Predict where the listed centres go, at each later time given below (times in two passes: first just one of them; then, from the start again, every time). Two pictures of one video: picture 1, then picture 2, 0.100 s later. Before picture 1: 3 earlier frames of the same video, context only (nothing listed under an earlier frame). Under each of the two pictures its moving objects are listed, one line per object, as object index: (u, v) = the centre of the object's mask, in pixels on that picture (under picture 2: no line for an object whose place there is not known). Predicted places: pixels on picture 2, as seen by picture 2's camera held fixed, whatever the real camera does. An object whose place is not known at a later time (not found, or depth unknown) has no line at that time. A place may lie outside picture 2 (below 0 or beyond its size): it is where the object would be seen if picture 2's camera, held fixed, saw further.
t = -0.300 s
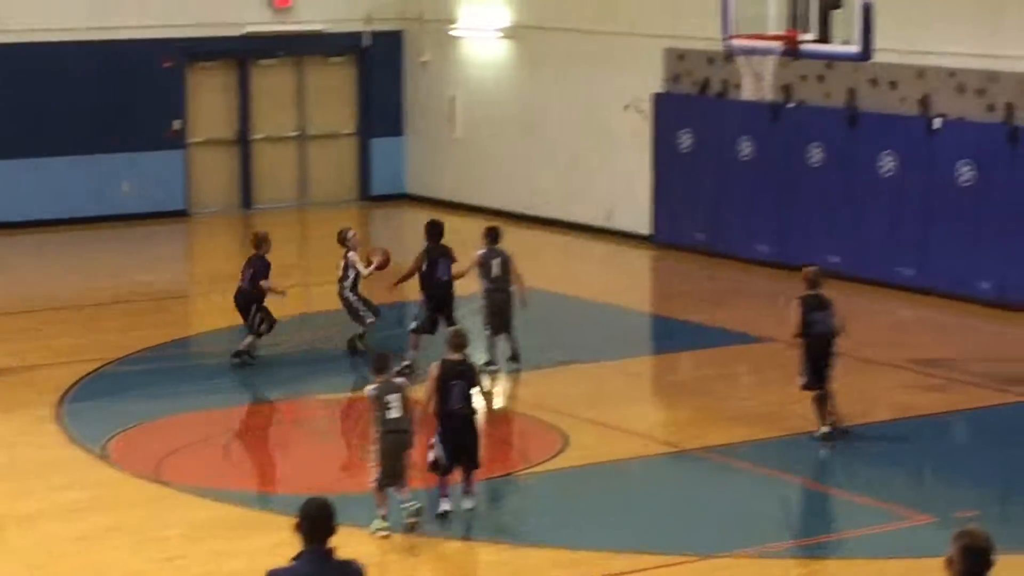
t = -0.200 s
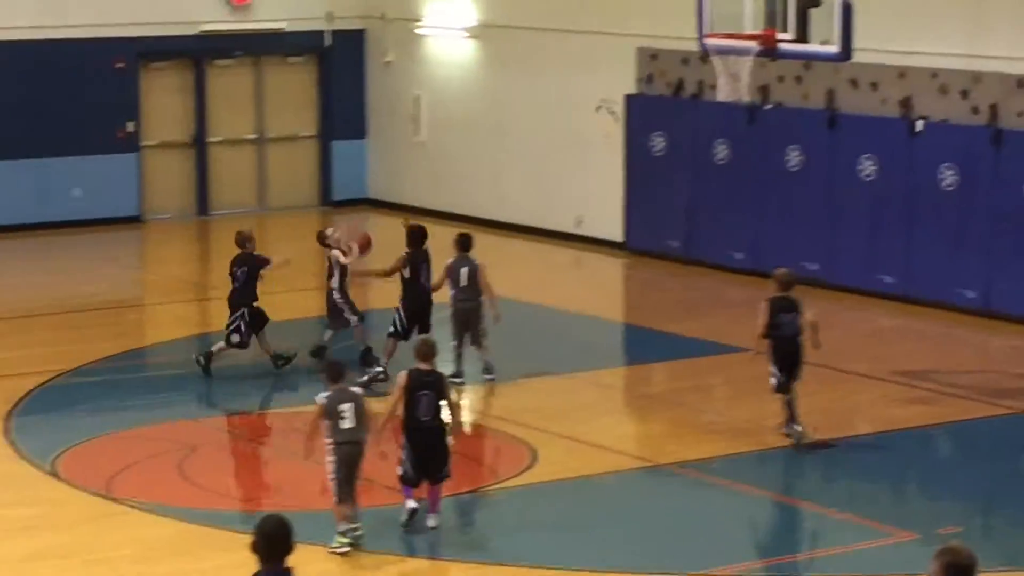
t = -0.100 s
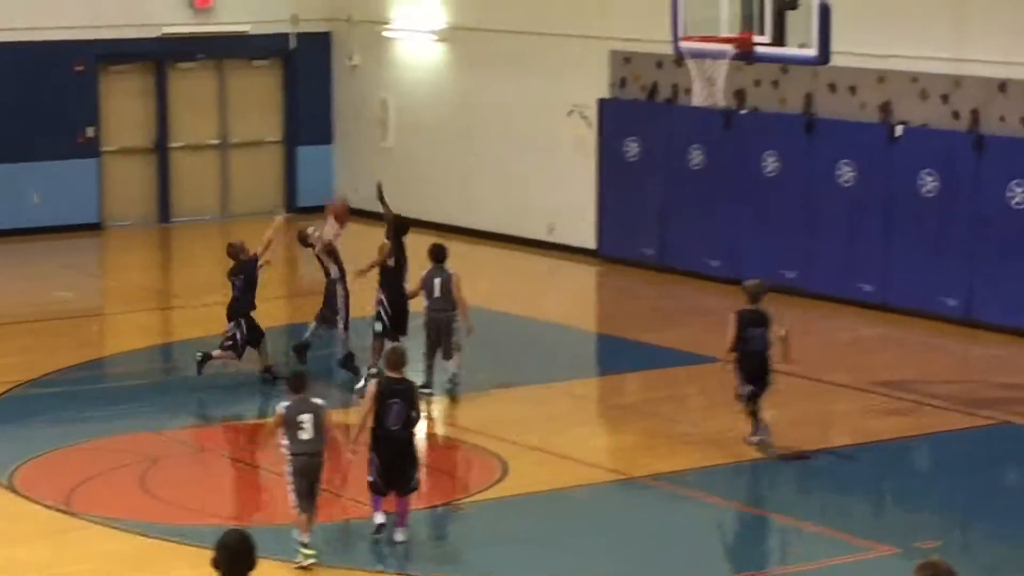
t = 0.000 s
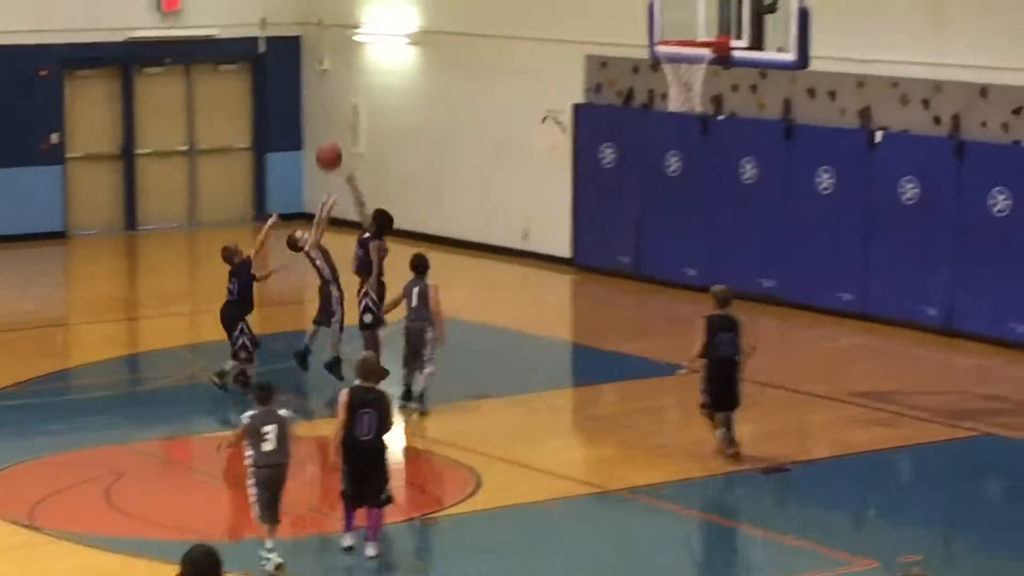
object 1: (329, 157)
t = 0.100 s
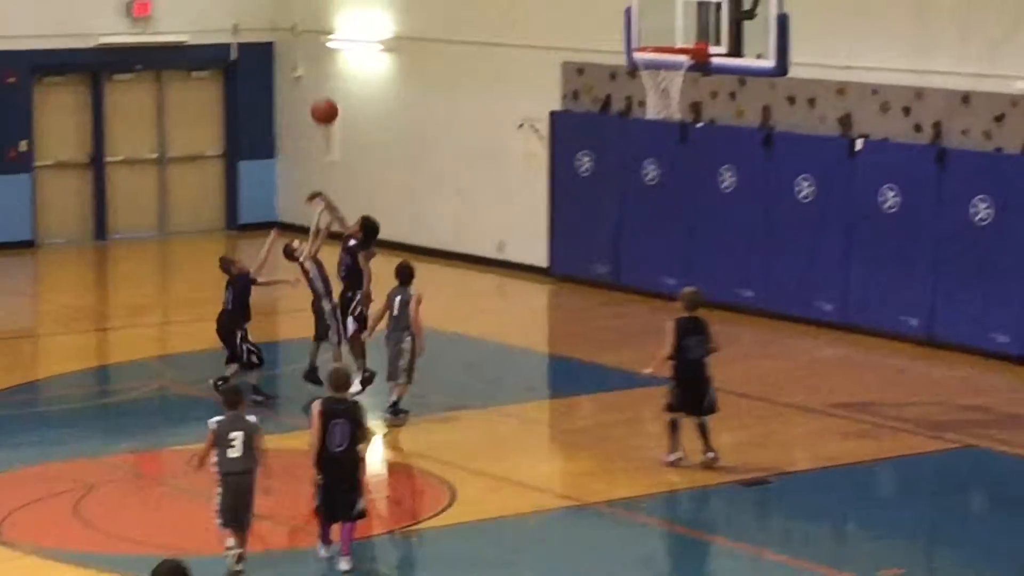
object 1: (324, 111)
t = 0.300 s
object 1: (369, 38)
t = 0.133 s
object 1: (332, 96)
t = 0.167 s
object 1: (339, 82)
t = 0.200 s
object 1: (346, 69)
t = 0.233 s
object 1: (353, 58)
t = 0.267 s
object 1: (361, 48)
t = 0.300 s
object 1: (369, 38)
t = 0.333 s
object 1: (376, 29)
